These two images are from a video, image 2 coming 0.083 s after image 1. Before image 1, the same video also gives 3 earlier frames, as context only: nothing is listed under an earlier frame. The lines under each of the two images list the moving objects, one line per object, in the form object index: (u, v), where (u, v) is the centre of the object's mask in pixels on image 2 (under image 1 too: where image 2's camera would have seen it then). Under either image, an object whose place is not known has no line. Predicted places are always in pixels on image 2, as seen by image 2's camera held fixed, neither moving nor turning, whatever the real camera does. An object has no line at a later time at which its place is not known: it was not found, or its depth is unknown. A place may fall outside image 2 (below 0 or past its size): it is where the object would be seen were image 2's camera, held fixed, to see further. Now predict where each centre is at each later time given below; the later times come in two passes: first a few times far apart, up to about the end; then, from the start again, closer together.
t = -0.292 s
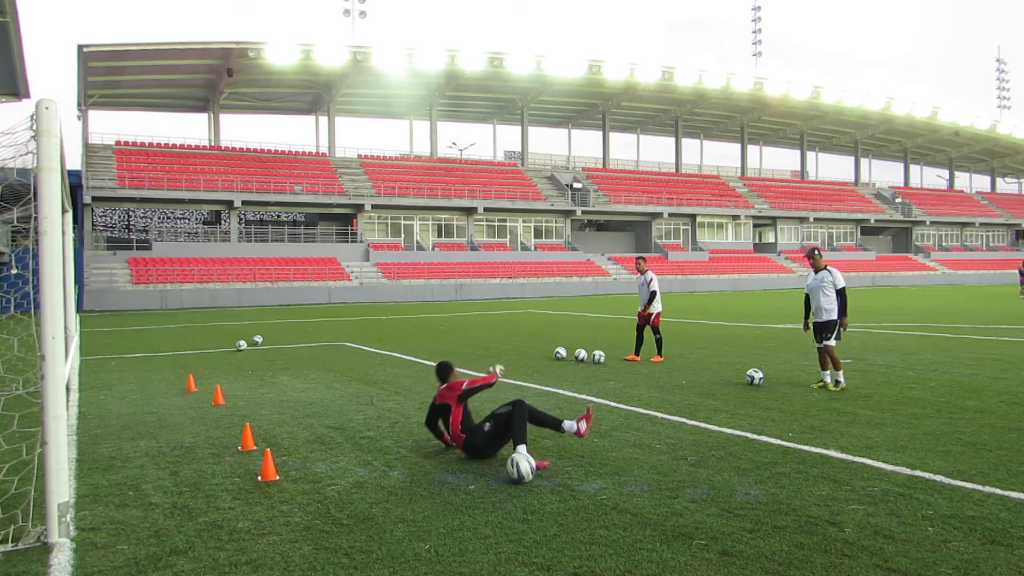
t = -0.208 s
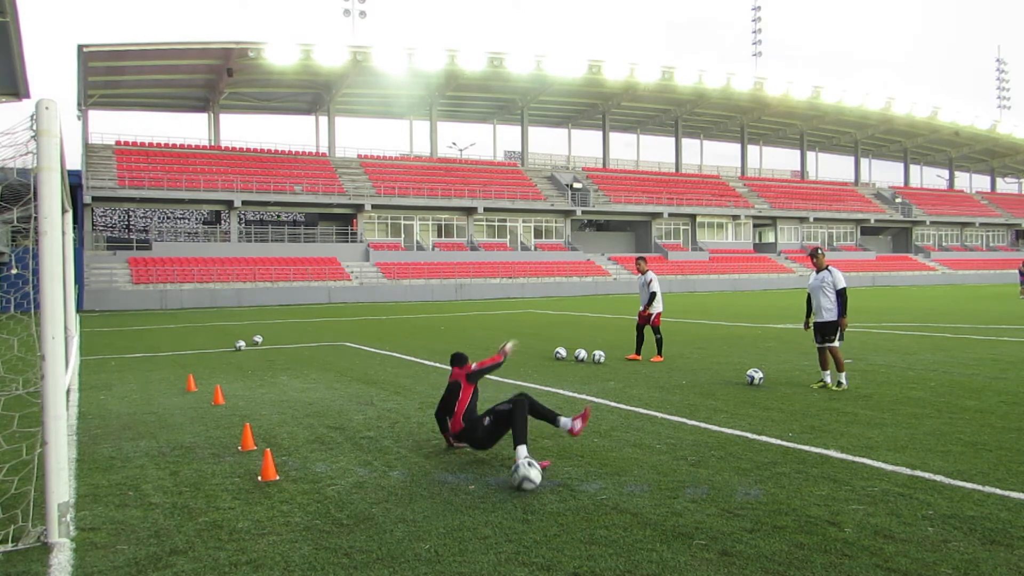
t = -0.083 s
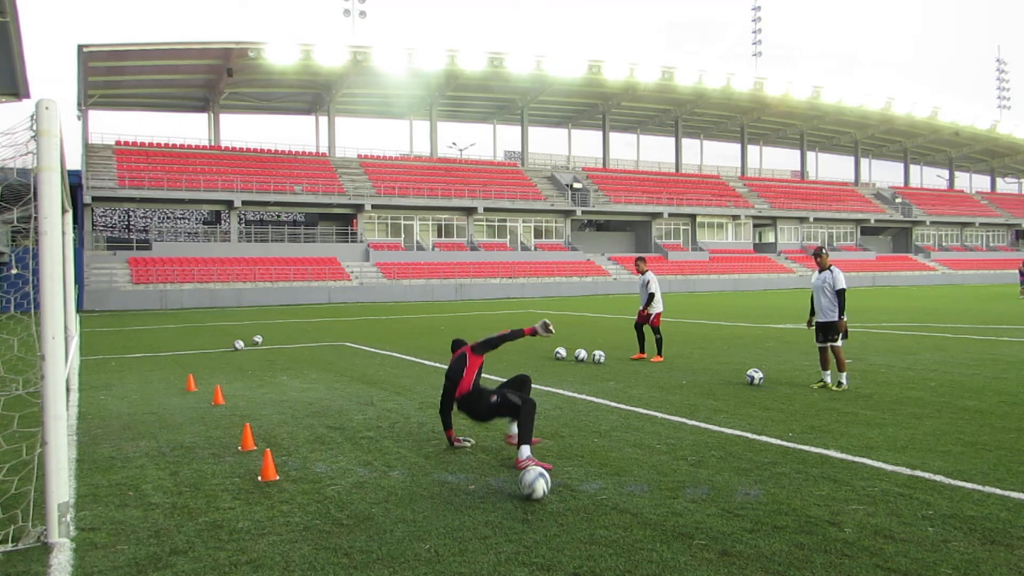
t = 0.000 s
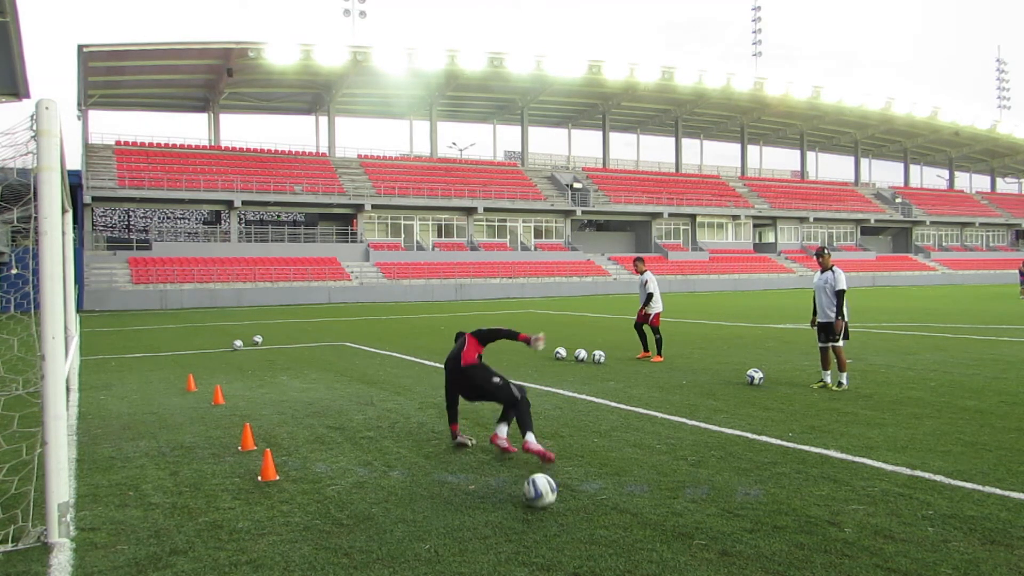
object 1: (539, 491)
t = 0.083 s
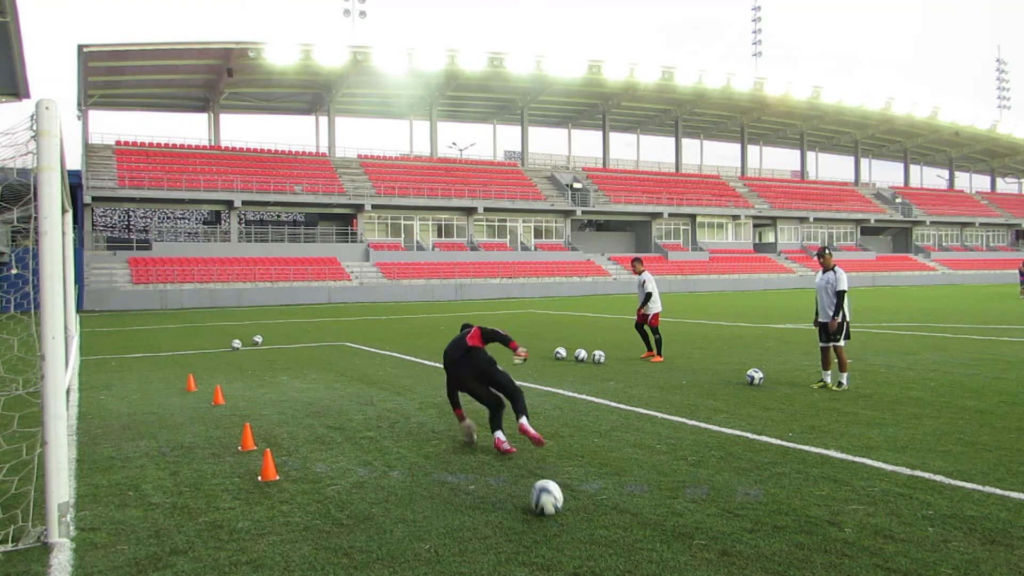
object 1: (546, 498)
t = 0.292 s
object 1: (562, 516)
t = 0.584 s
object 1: (587, 543)
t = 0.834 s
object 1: (612, 562)
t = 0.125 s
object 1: (549, 502)
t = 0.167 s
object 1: (553, 504)
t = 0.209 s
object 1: (556, 508)
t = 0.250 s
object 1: (559, 512)
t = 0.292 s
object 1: (562, 516)
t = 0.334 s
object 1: (565, 520)
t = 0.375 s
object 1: (568, 523)
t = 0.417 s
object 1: (572, 527)
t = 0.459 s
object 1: (576, 532)
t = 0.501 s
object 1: (579, 535)
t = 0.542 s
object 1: (584, 539)
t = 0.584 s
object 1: (587, 543)
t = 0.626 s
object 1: (591, 546)
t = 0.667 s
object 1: (595, 550)
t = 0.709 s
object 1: (599, 555)
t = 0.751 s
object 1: (603, 557)
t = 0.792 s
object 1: (607, 560)
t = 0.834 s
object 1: (612, 562)
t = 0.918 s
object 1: (620, 565)
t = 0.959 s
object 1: (624, 568)
